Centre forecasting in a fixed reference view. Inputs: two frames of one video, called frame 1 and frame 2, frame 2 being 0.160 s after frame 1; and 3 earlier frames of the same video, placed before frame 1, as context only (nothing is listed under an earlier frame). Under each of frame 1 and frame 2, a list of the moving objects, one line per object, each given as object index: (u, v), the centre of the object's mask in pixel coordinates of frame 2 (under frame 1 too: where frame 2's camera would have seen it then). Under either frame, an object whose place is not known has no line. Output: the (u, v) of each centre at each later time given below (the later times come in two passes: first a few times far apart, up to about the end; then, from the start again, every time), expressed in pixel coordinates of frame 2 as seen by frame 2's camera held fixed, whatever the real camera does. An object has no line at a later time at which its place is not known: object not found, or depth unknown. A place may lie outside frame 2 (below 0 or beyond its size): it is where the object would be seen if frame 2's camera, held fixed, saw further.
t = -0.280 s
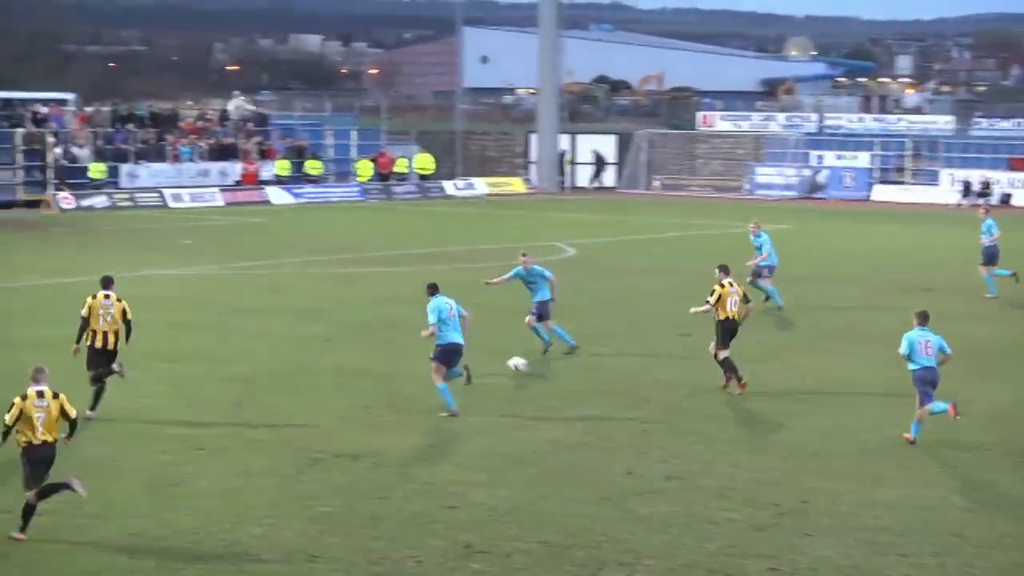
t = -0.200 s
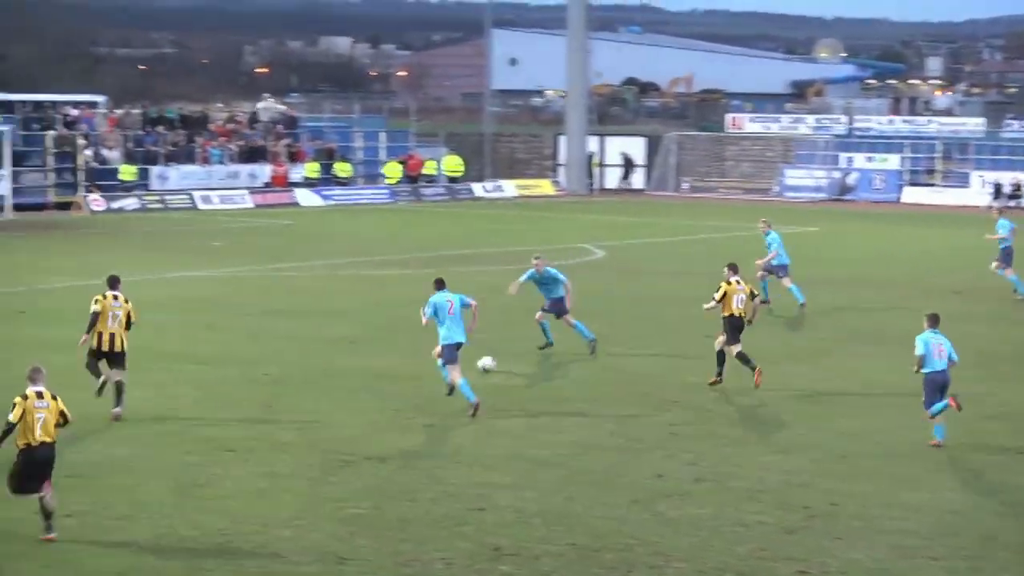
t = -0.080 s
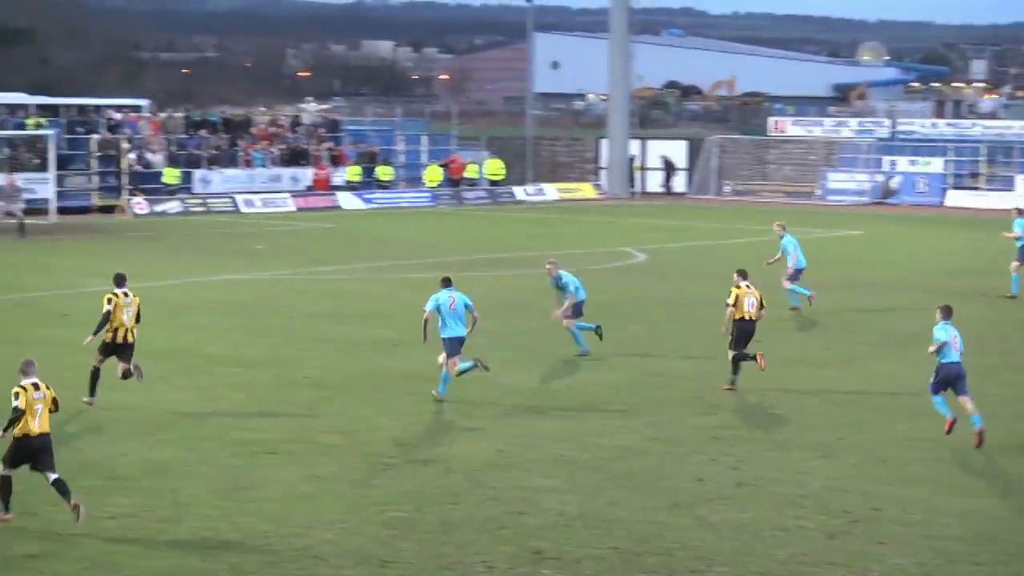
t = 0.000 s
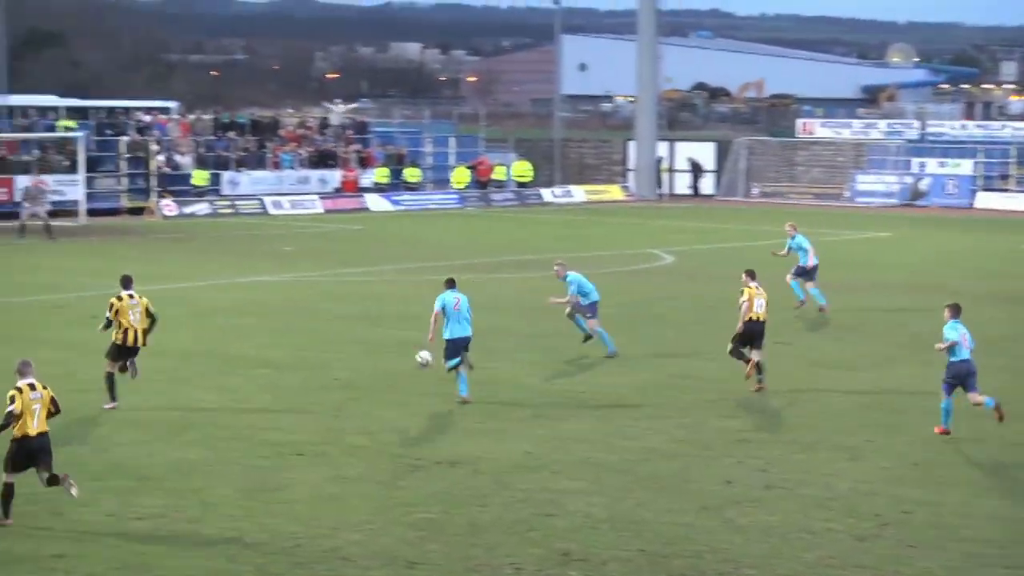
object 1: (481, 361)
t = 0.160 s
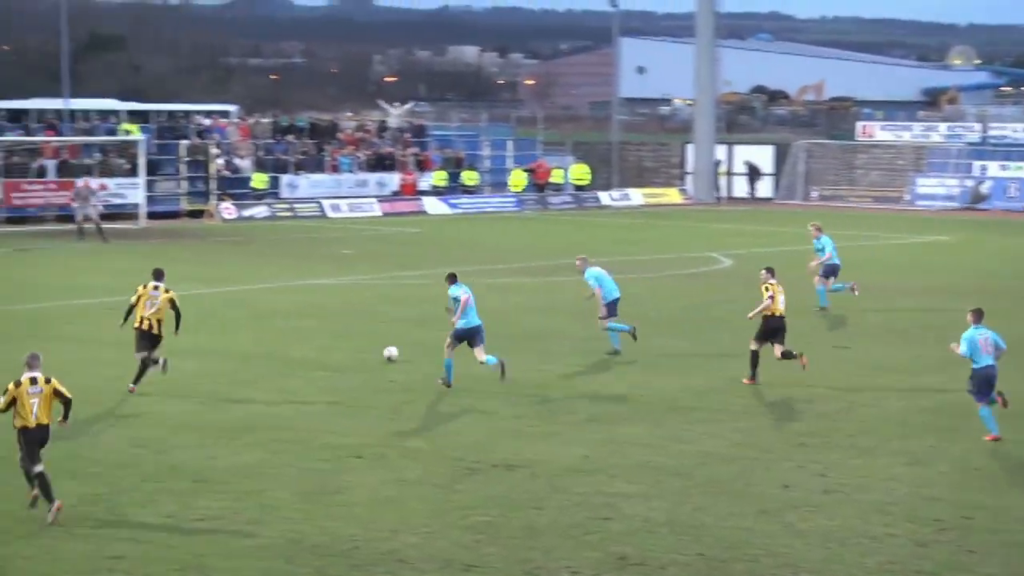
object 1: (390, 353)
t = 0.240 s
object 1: (351, 350)
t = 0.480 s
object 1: (249, 341)
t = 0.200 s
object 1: (370, 352)
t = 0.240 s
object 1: (351, 350)
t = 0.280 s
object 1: (333, 348)
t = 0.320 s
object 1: (315, 347)
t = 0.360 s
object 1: (297, 346)
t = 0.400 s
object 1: (281, 344)
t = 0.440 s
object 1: (265, 342)
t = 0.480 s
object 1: (249, 341)
